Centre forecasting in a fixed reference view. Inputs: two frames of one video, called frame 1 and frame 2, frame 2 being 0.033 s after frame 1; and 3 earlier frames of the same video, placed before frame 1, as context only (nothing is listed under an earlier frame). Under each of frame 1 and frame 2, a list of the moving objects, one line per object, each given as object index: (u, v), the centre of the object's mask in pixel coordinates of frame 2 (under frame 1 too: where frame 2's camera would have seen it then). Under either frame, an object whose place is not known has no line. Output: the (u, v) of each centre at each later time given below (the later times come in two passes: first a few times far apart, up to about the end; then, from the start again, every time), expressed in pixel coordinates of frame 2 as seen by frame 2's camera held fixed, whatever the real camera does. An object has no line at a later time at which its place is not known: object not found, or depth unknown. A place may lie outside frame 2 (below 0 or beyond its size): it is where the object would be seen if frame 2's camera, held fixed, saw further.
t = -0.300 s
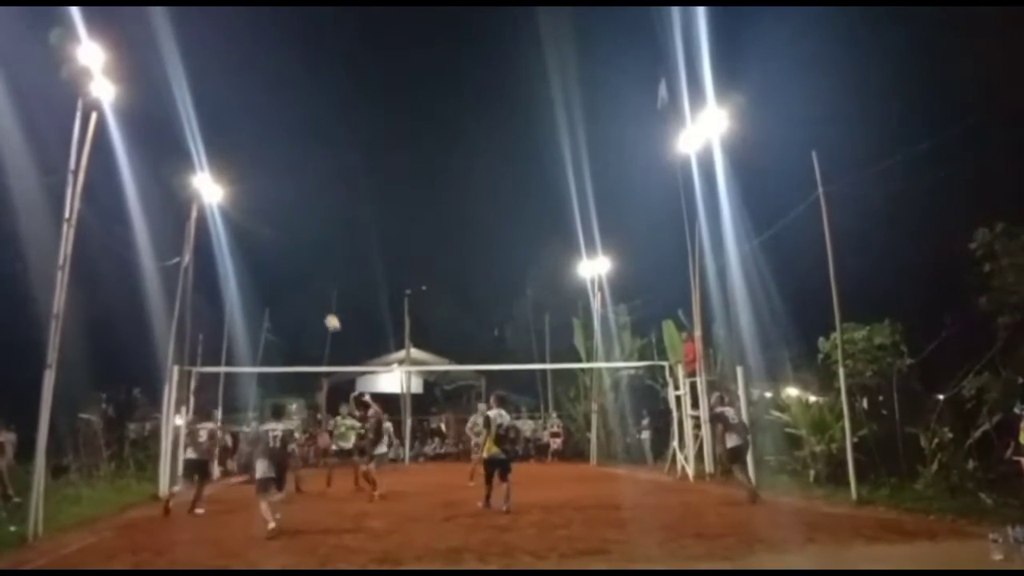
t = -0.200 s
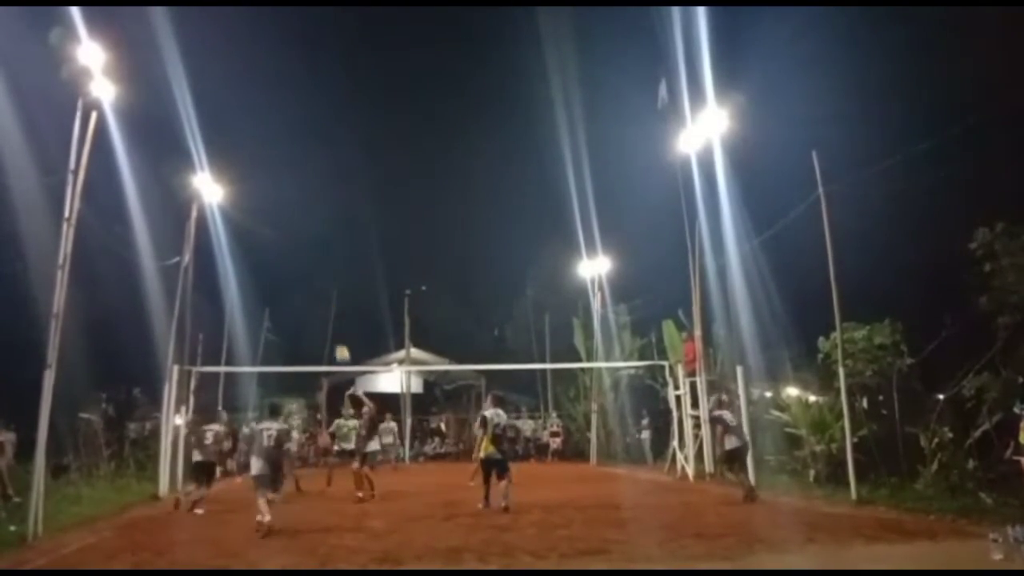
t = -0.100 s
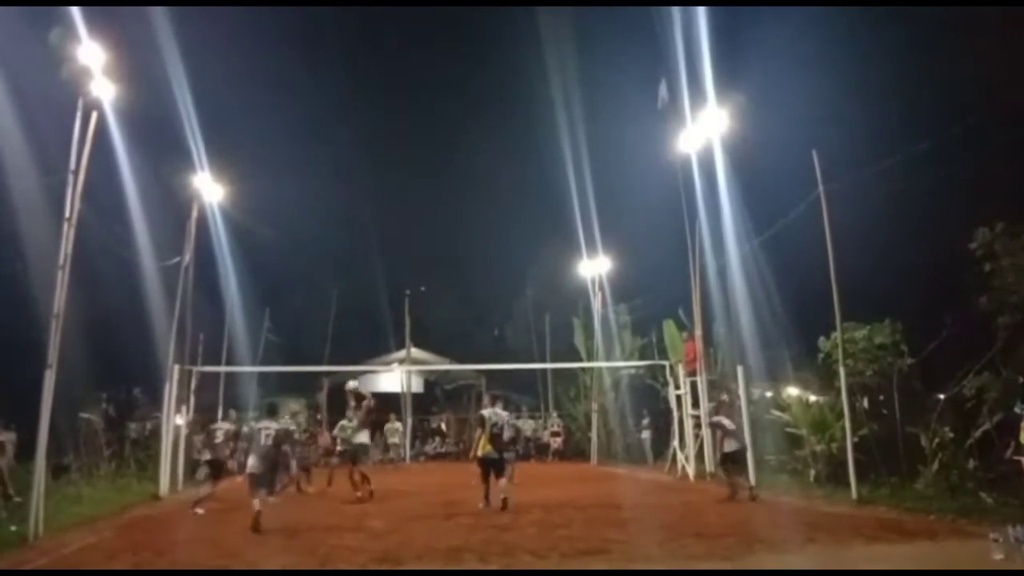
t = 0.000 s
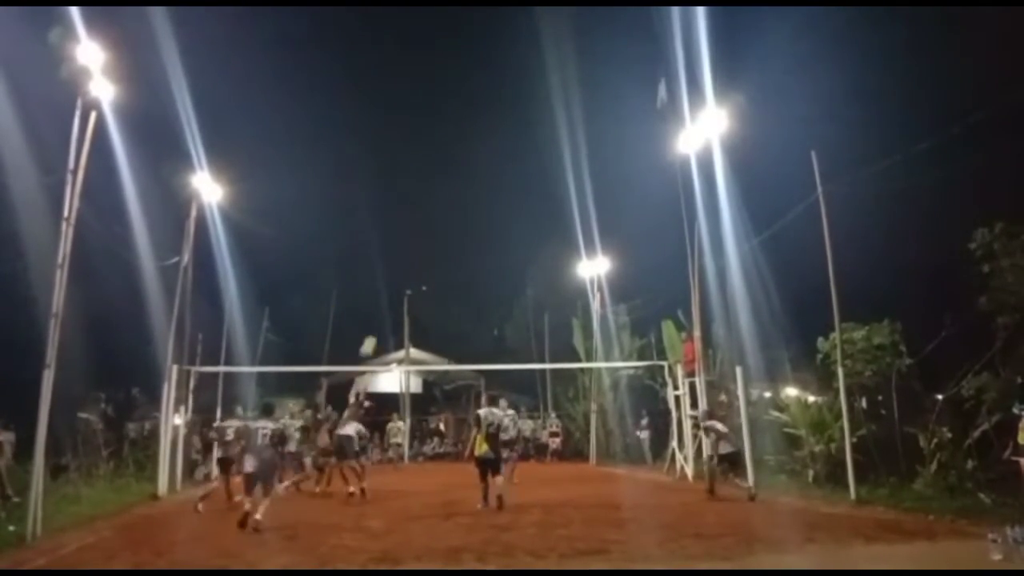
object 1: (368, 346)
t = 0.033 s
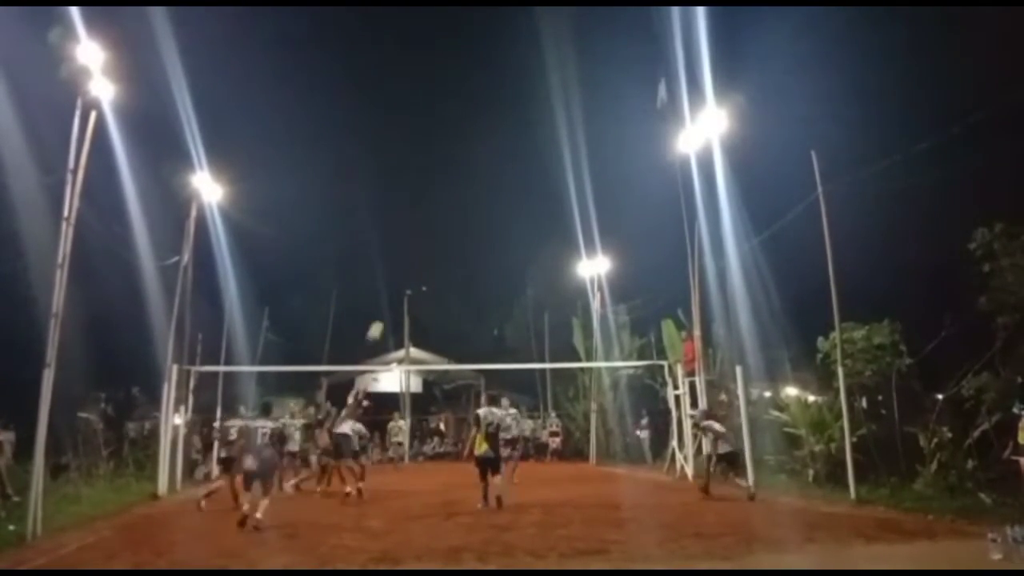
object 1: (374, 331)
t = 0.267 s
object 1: (419, 251)
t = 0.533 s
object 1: (463, 206)
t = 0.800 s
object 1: (504, 200)
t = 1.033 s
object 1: (540, 224)
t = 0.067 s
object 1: (381, 317)
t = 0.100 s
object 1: (388, 304)
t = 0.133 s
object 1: (394, 292)
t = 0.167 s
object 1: (400, 281)
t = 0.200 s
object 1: (407, 271)
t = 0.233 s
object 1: (412, 261)
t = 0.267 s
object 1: (419, 251)
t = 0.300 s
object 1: (424, 244)
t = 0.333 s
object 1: (430, 236)
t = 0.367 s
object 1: (436, 230)
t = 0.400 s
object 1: (441, 224)
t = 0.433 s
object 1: (447, 219)
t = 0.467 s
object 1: (452, 213)
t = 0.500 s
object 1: (458, 210)
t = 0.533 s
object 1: (463, 206)
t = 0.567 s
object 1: (469, 203)
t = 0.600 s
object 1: (474, 201)
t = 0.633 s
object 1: (480, 199)
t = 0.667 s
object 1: (485, 198)
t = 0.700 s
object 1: (490, 198)
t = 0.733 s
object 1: (495, 198)
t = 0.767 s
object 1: (500, 199)
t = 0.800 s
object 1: (504, 200)
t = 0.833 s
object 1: (510, 202)
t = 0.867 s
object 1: (514, 204)
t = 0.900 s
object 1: (520, 207)
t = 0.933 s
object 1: (525, 210)
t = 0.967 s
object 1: (530, 214)
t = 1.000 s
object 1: (535, 219)
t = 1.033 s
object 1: (540, 224)
